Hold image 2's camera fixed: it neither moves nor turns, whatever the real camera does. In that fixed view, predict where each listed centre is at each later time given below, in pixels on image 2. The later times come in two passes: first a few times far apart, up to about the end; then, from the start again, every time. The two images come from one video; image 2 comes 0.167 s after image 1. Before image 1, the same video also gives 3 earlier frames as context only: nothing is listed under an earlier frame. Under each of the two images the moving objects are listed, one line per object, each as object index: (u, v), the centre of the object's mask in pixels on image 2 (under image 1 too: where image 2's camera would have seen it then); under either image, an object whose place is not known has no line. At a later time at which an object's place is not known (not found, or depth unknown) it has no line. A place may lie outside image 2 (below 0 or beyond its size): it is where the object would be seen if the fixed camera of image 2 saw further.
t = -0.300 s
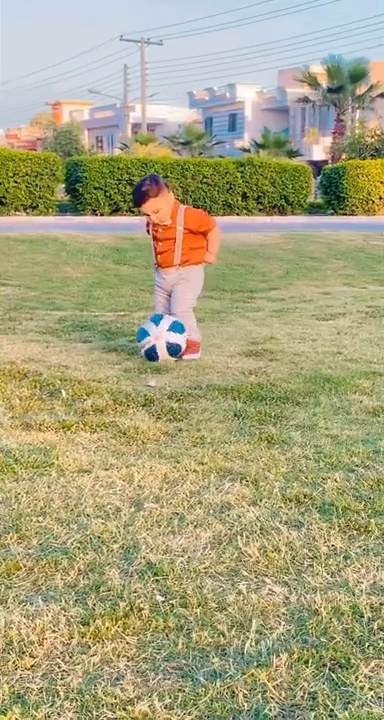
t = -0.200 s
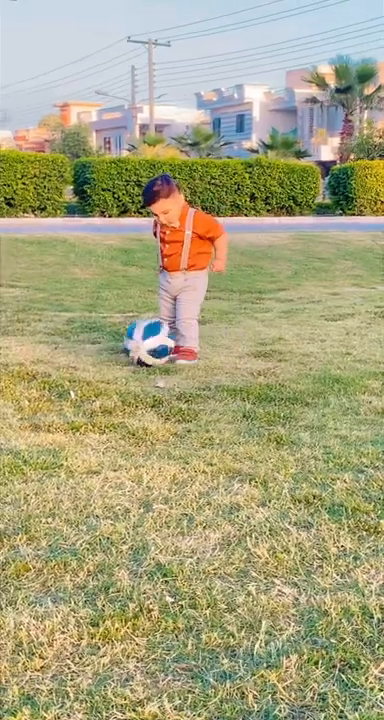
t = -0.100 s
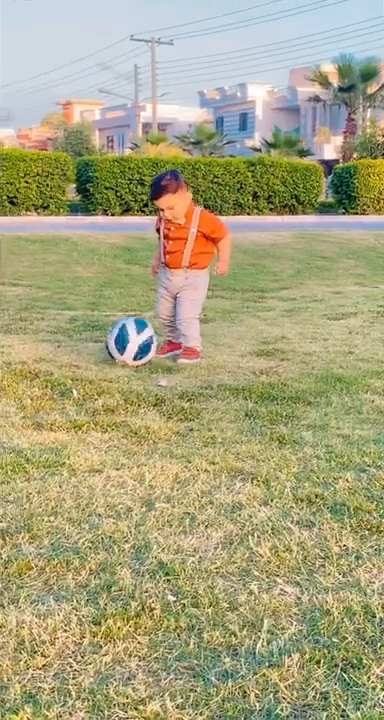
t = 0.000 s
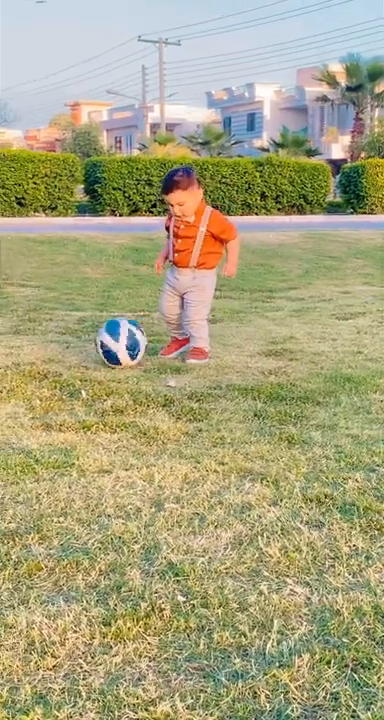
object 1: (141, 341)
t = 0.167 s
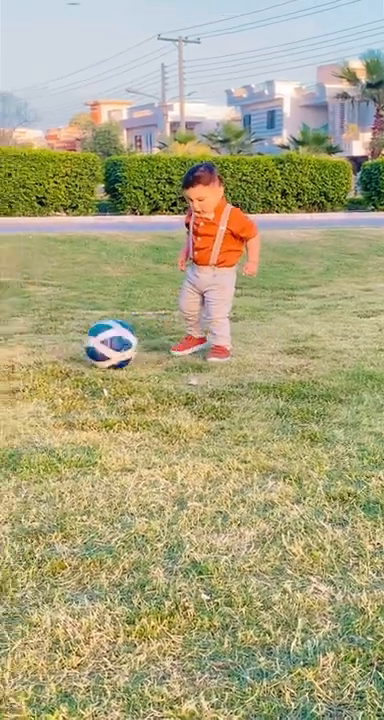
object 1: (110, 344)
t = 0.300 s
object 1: (90, 344)
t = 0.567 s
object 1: (53, 344)
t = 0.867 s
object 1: (25, 344)
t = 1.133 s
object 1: (10, 344)
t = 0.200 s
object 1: (105, 343)
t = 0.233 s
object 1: (100, 343)
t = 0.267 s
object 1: (94, 343)
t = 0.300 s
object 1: (90, 344)
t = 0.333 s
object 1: (85, 344)
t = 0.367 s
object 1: (80, 345)
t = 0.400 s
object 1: (75, 345)
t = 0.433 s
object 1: (70, 344)
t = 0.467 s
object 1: (66, 344)
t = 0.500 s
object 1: (62, 344)
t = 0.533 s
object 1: (57, 344)
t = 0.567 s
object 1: (53, 344)
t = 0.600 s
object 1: (50, 344)
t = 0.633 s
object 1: (46, 344)
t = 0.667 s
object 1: (42, 344)
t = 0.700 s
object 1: (39, 345)
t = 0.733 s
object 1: (36, 345)
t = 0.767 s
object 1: (33, 345)
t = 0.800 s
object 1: (30, 344)
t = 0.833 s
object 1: (27, 345)
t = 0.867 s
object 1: (25, 344)
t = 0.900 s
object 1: (22, 344)
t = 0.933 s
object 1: (20, 344)
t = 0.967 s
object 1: (17, 344)
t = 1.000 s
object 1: (16, 344)
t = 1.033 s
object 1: (14, 344)
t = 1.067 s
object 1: (13, 343)
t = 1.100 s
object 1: (12, 343)
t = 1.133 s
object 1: (10, 344)
